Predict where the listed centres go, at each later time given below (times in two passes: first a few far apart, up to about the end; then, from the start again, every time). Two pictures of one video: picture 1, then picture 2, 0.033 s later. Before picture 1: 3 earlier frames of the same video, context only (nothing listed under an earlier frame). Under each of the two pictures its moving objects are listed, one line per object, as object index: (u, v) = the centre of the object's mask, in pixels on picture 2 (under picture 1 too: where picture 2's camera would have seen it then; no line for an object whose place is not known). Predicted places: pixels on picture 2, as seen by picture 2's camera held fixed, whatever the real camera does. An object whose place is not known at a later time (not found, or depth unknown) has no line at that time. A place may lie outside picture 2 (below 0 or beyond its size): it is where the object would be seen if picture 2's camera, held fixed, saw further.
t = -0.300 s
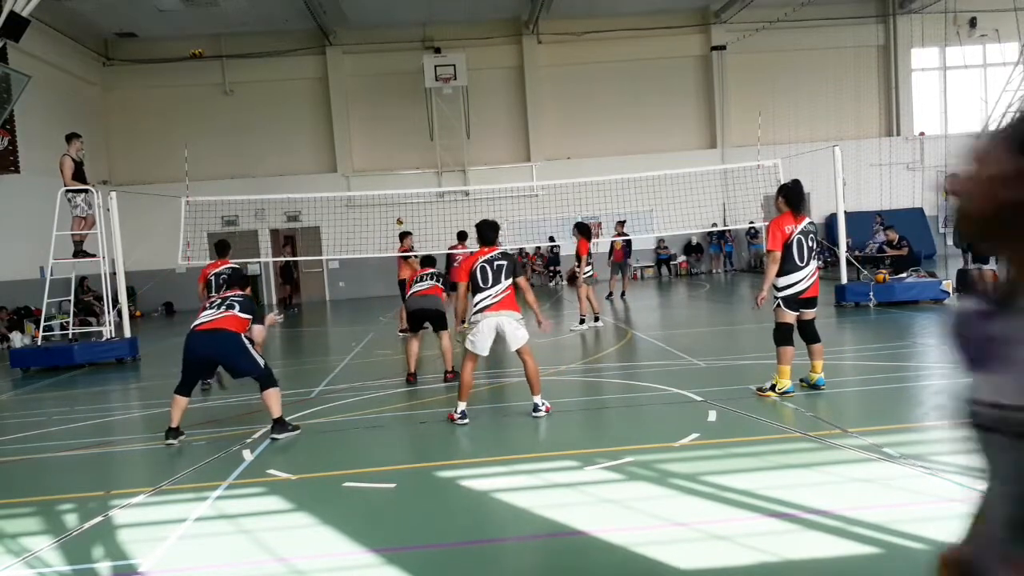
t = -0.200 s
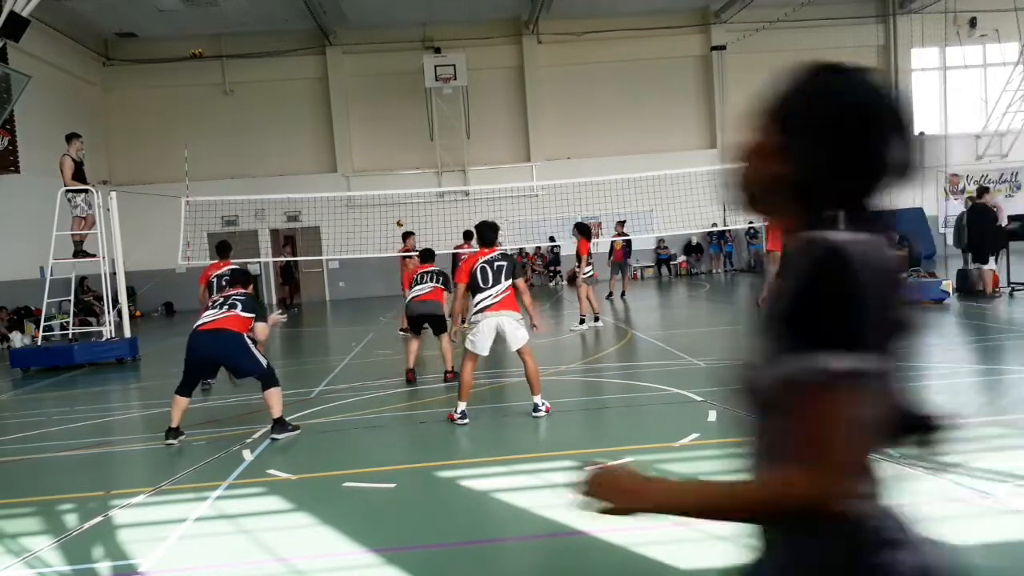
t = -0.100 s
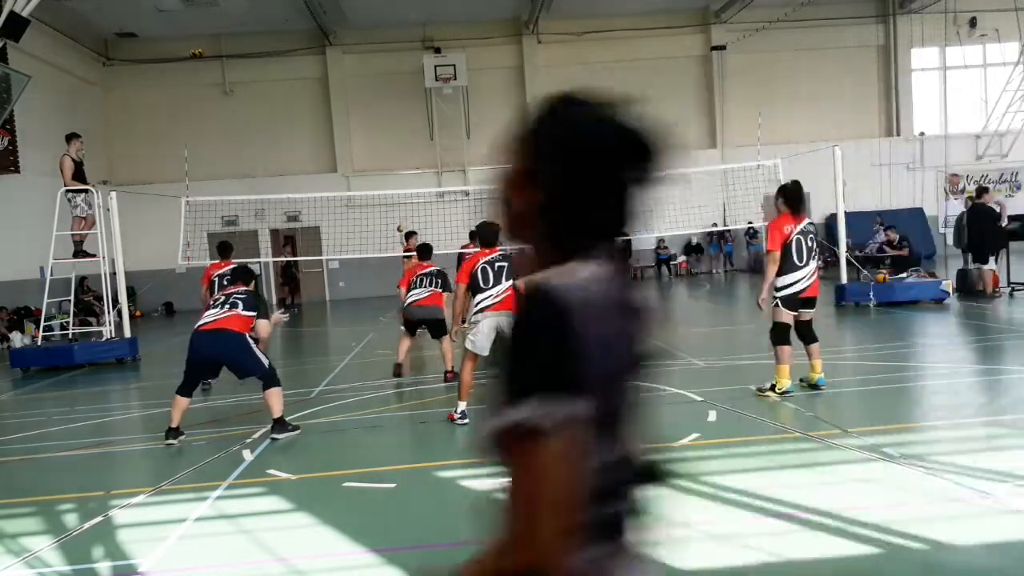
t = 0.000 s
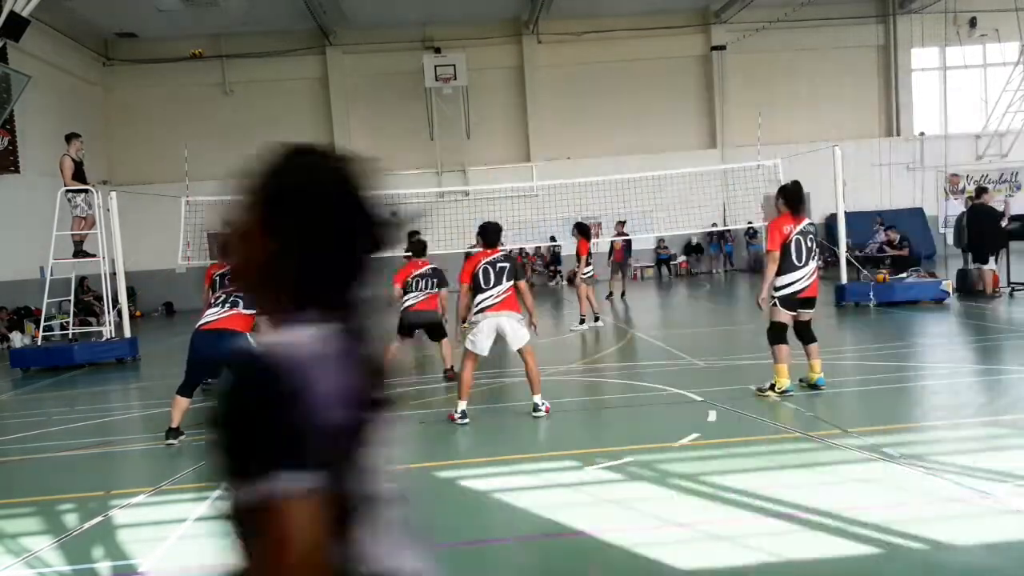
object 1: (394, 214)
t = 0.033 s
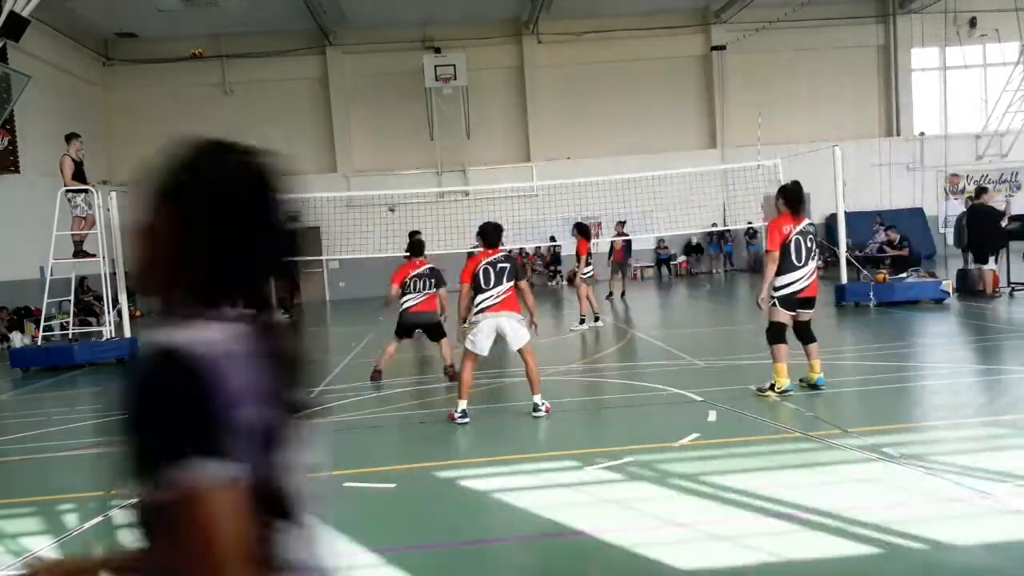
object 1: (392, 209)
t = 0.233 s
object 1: (376, 180)
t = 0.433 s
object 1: (356, 164)
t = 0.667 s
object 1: (331, 167)
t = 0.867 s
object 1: (302, 201)
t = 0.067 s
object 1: (390, 203)
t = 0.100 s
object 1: (389, 198)
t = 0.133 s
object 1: (384, 195)
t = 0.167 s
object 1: (381, 187)
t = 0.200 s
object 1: (378, 184)
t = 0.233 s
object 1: (376, 180)
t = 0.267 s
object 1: (372, 176)
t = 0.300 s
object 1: (369, 173)
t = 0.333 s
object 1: (365, 170)
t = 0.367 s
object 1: (363, 167)
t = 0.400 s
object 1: (360, 166)
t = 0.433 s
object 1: (356, 164)
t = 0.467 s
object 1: (353, 162)
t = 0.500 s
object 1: (350, 161)
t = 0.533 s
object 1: (346, 162)
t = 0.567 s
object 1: (343, 162)
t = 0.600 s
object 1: (339, 164)
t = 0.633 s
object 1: (337, 166)
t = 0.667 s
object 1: (331, 167)
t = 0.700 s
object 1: (326, 170)
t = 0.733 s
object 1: (323, 174)
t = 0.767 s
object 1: (317, 179)
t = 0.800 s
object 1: (313, 186)
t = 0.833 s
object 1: (309, 193)
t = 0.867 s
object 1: (302, 201)
